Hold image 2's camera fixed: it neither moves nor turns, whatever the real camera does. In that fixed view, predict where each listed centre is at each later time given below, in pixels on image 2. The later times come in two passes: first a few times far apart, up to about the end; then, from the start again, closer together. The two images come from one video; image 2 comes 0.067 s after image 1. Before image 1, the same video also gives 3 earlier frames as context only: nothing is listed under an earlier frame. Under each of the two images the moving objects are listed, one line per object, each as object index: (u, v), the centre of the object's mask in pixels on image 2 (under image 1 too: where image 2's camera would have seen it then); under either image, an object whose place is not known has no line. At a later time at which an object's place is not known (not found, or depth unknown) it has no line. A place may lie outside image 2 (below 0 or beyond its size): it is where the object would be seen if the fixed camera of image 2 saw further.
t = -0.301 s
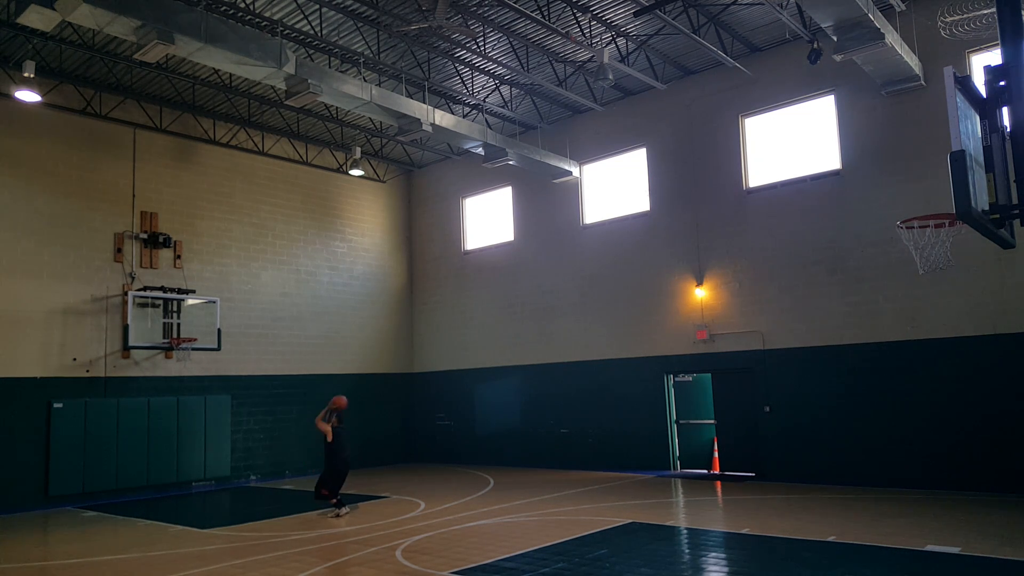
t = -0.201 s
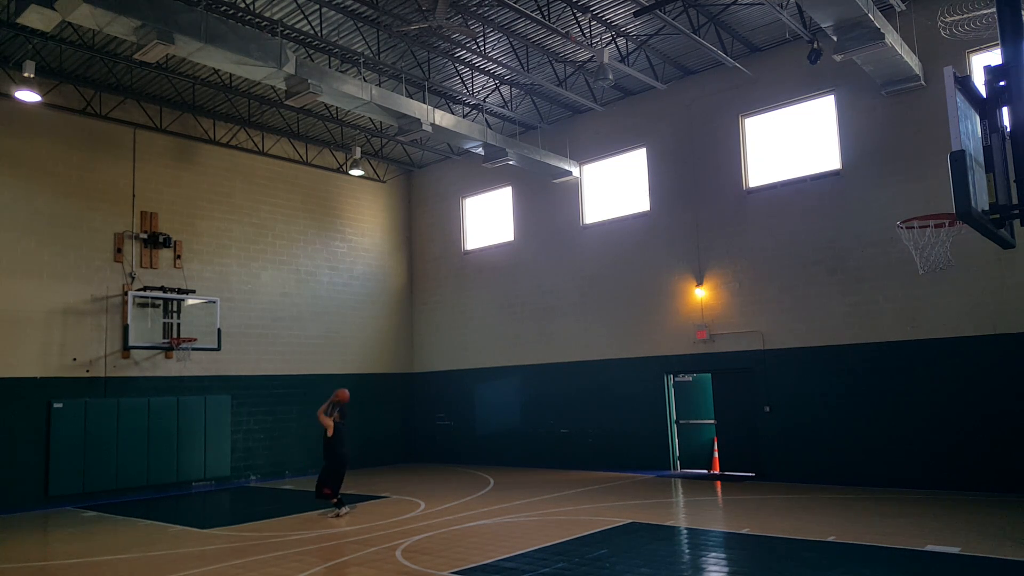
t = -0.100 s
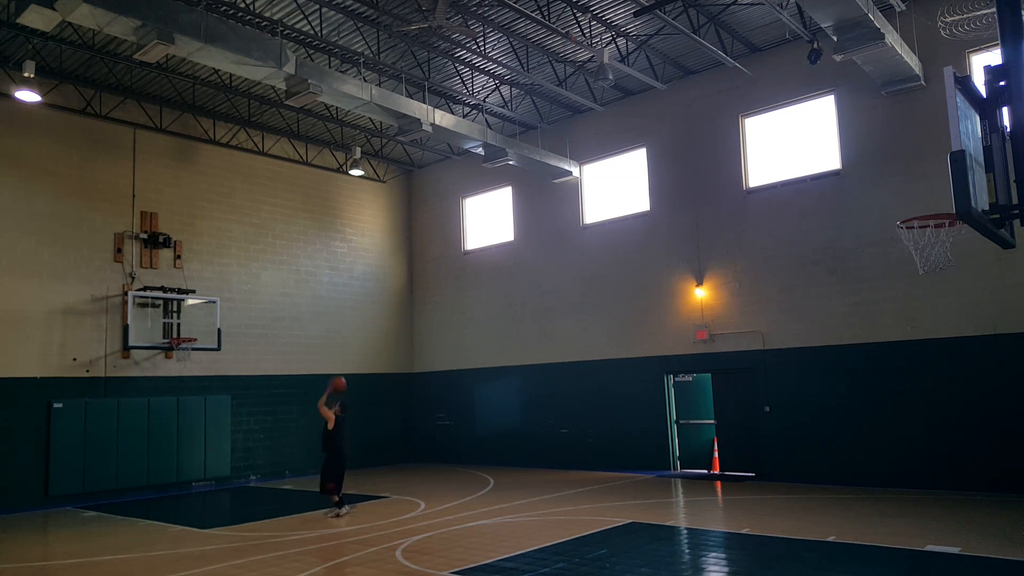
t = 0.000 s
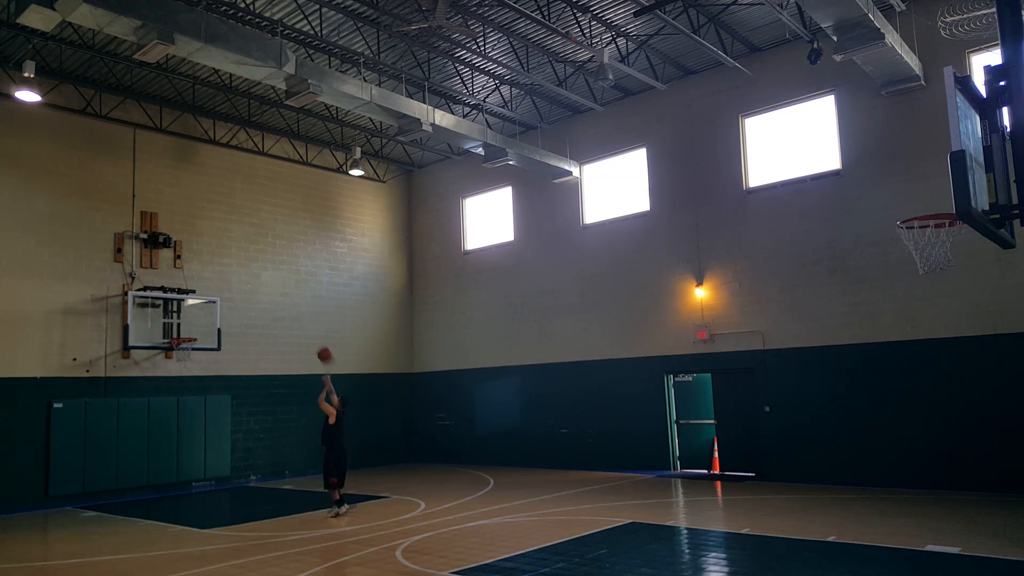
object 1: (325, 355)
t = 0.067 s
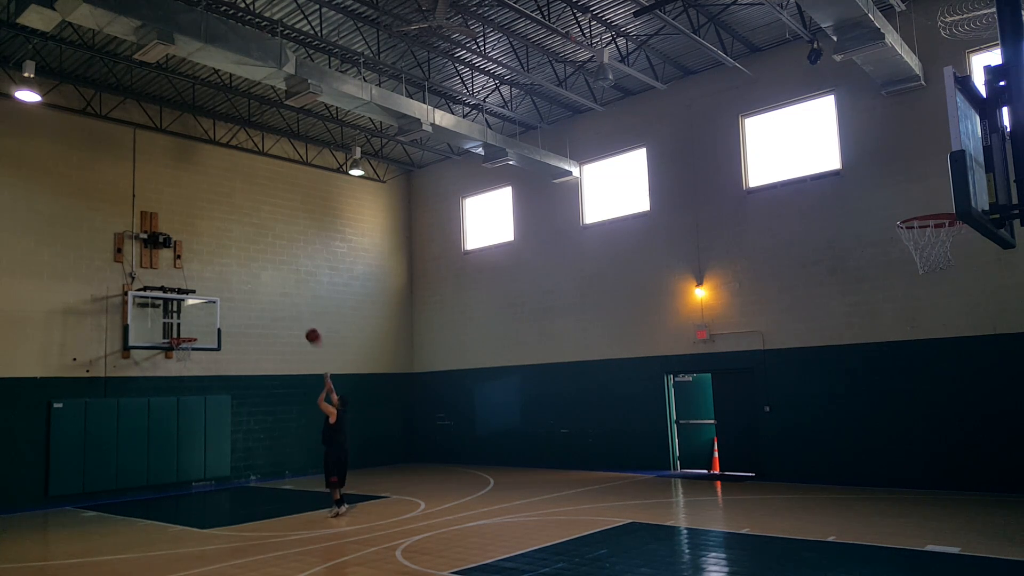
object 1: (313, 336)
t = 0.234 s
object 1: (285, 302)
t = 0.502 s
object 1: (246, 283)
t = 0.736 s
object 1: (215, 298)
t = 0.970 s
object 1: (188, 337)
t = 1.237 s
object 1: (177, 361)
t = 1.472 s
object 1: (173, 400)
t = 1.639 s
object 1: (169, 444)
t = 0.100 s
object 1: (307, 328)
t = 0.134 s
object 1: (301, 320)
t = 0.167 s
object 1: (296, 313)
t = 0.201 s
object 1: (290, 307)
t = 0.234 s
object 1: (285, 302)
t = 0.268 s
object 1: (280, 297)
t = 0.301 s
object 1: (275, 294)
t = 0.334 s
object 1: (270, 290)
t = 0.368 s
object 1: (265, 288)
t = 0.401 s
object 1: (260, 286)
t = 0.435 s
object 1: (255, 284)
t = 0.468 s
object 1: (250, 284)
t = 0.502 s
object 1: (246, 283)
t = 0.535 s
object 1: (241, 284)
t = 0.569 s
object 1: (237, 285)
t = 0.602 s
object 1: (232, 286)
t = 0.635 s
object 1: (228, 288)
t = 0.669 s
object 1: (224, 291)
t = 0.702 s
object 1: (220, 294)
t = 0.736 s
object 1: (215, 298)
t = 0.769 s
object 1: (211, 302)
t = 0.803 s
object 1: (207, 307)
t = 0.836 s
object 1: (203, 312)
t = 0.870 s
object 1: (199, 317)
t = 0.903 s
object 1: (195, 323)
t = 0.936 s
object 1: (191, 330)
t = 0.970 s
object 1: (188, 337)
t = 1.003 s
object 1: (184, 344)
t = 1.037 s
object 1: (181, 348)
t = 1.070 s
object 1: (180, 351)
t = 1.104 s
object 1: (179, 351)
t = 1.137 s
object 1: (178, 351)
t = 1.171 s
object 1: (178, 351)
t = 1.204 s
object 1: (178, 355)
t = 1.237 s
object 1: (177, 361)
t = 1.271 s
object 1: (176, 365)
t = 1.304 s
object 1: (176, 369)
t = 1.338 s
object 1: (175, 374)
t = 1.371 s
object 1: (175, 379)
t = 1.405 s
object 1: (175, 386)
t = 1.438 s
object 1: (174, 392)
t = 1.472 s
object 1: (173, 400)
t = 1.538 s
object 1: (172, 416)
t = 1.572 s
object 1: (171, 425)
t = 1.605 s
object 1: (170, 435)
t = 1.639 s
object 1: (169, 444)
